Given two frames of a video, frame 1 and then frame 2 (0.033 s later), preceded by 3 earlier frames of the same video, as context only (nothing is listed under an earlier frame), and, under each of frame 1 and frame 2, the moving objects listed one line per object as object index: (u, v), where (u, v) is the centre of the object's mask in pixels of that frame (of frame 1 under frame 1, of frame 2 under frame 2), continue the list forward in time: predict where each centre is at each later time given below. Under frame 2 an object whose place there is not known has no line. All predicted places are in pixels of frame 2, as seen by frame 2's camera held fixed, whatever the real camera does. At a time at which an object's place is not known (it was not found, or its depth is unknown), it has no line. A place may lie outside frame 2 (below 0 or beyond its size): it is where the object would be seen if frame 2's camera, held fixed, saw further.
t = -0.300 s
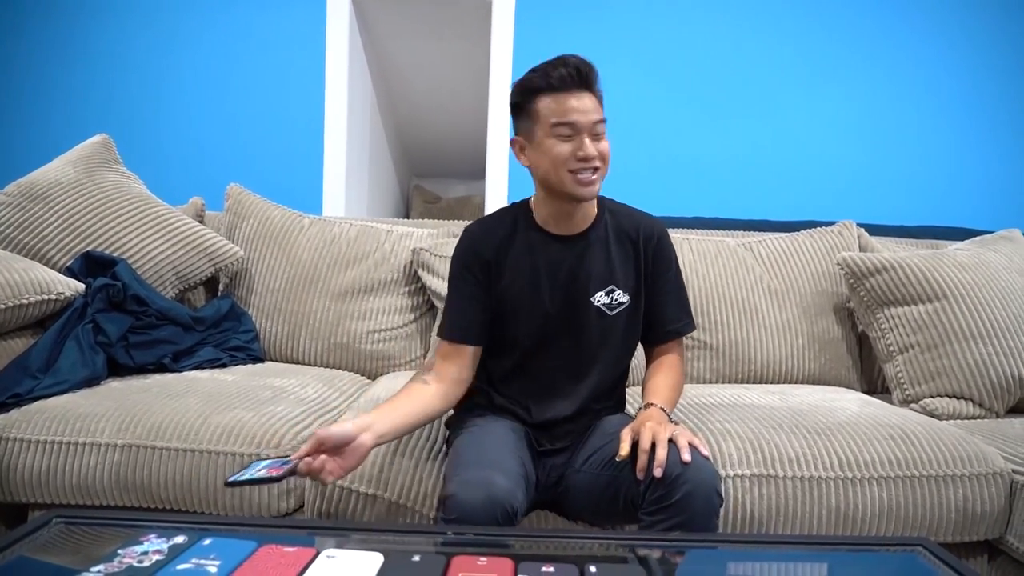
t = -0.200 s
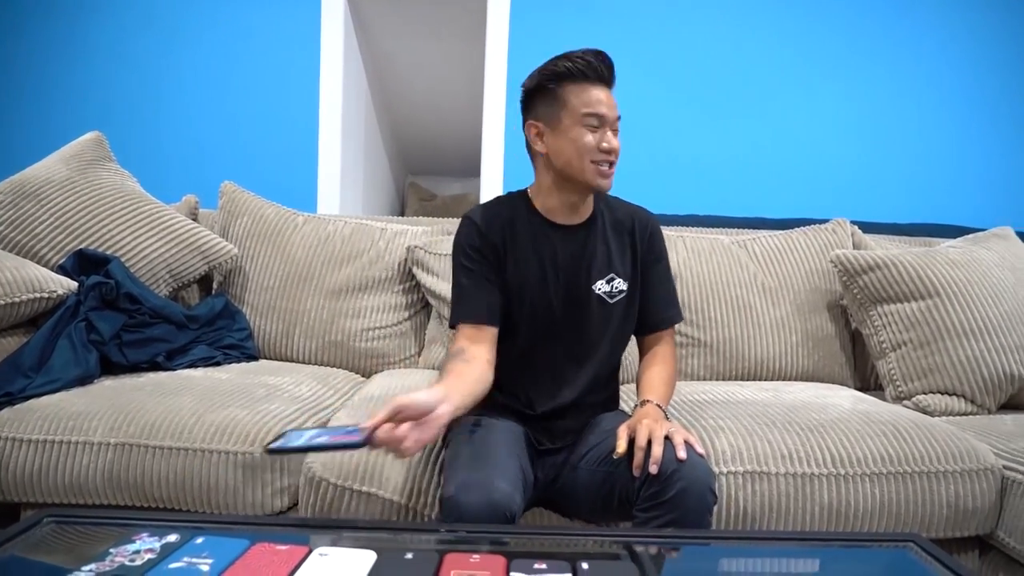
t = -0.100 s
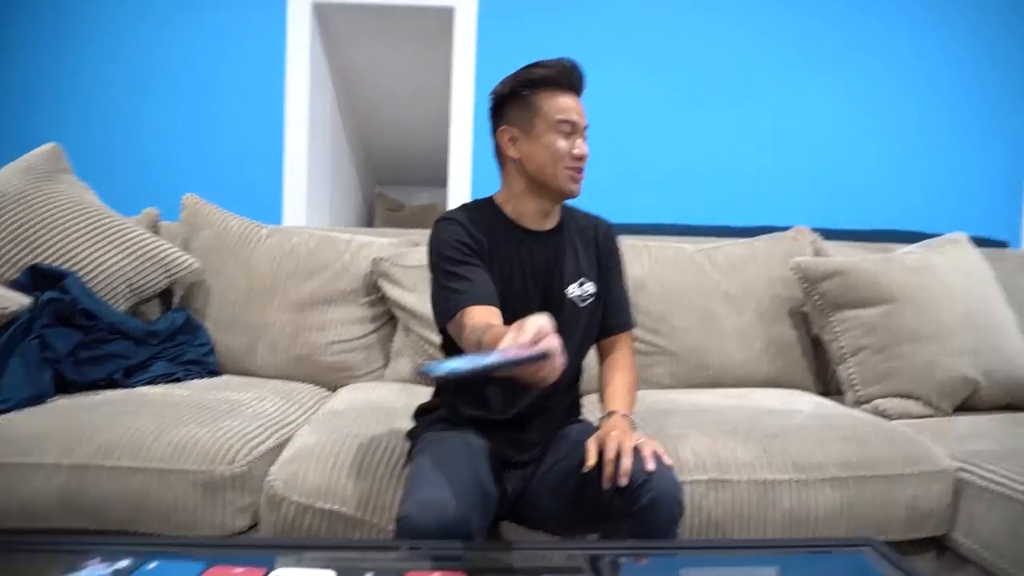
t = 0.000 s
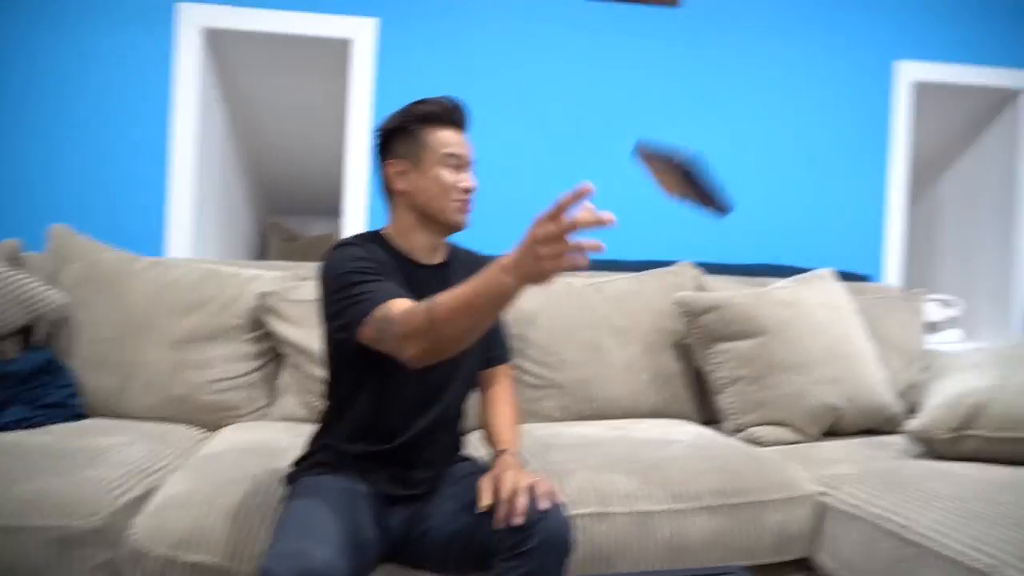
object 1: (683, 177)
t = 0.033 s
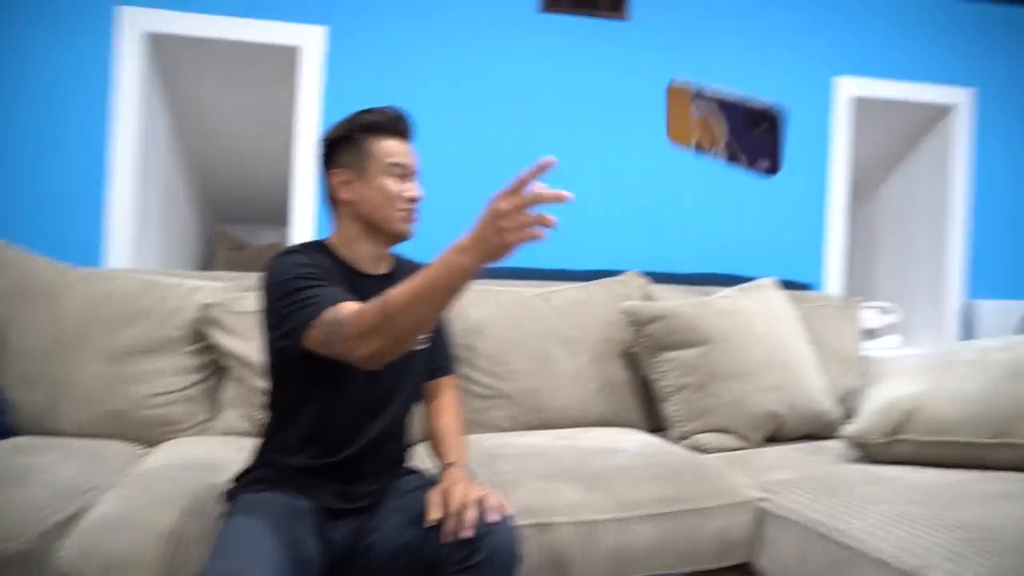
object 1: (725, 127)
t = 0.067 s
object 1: (817, 73)
